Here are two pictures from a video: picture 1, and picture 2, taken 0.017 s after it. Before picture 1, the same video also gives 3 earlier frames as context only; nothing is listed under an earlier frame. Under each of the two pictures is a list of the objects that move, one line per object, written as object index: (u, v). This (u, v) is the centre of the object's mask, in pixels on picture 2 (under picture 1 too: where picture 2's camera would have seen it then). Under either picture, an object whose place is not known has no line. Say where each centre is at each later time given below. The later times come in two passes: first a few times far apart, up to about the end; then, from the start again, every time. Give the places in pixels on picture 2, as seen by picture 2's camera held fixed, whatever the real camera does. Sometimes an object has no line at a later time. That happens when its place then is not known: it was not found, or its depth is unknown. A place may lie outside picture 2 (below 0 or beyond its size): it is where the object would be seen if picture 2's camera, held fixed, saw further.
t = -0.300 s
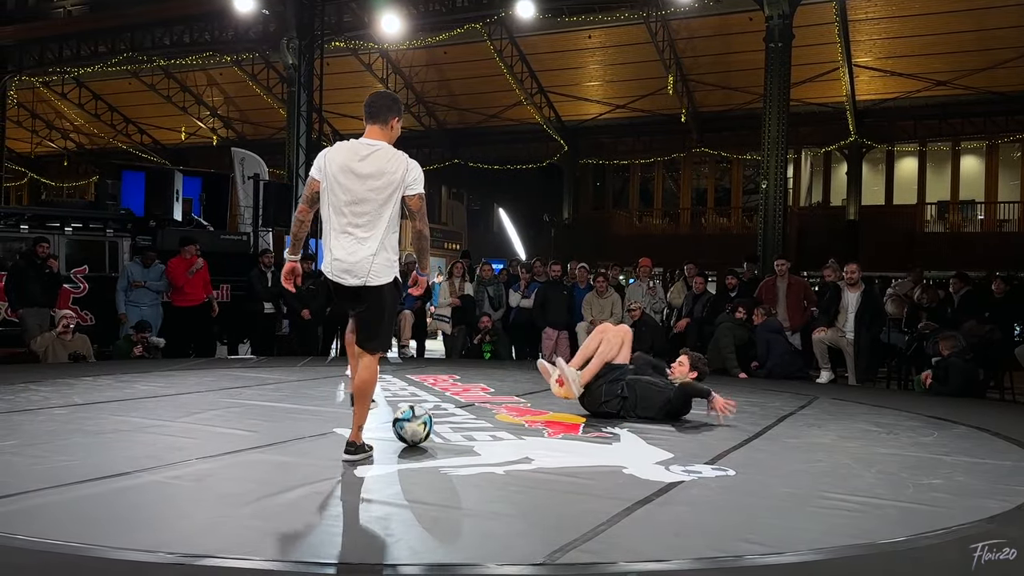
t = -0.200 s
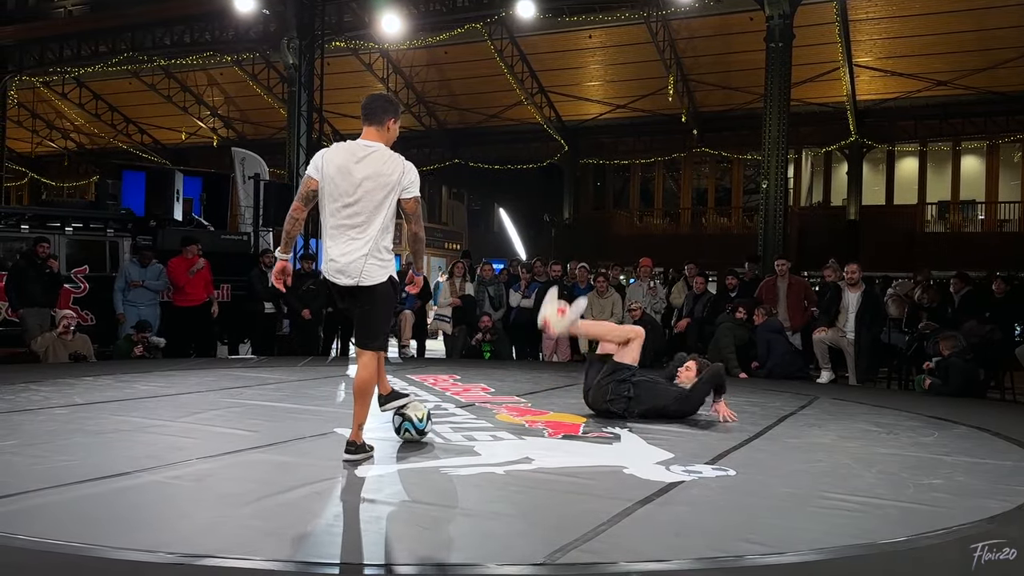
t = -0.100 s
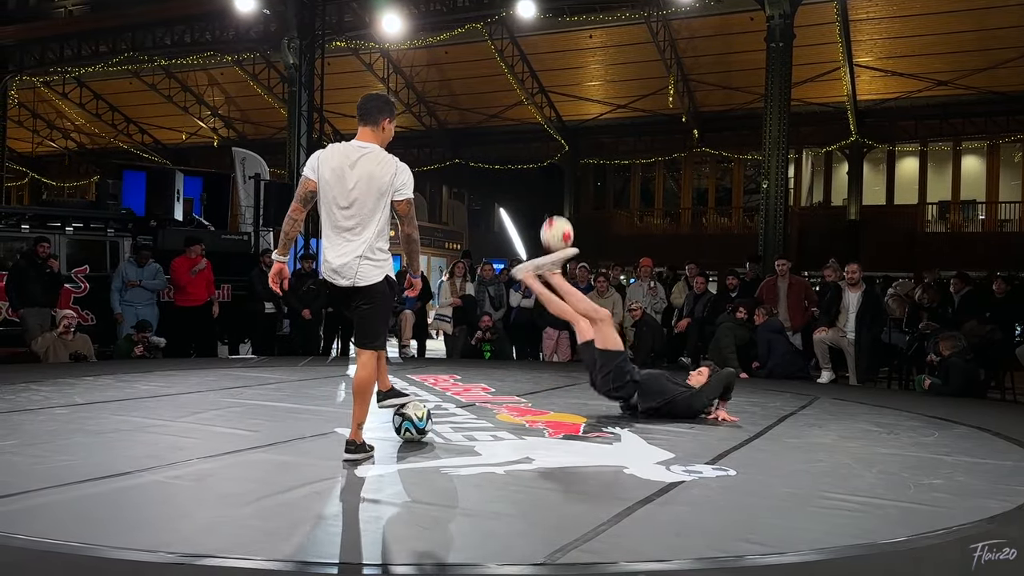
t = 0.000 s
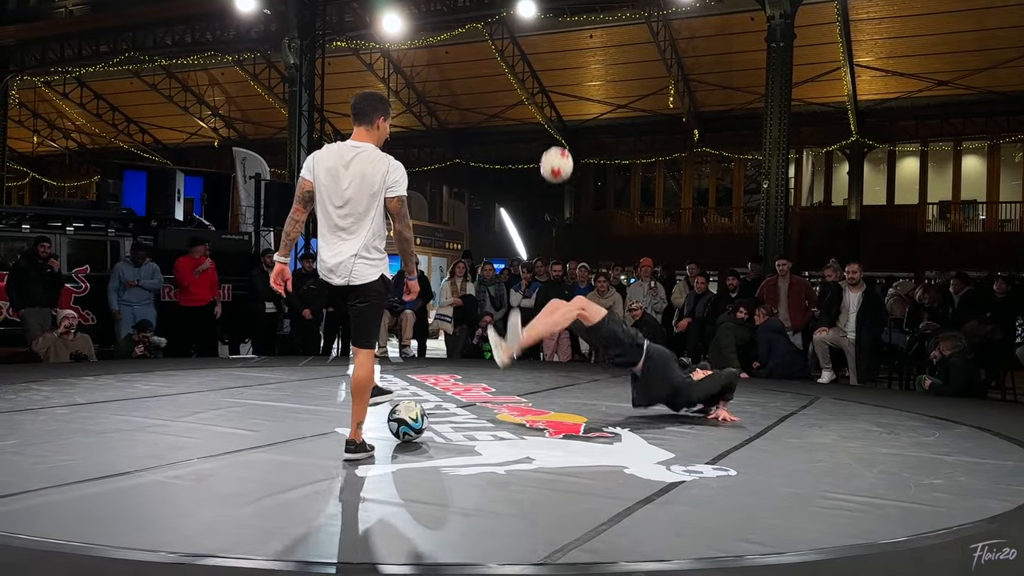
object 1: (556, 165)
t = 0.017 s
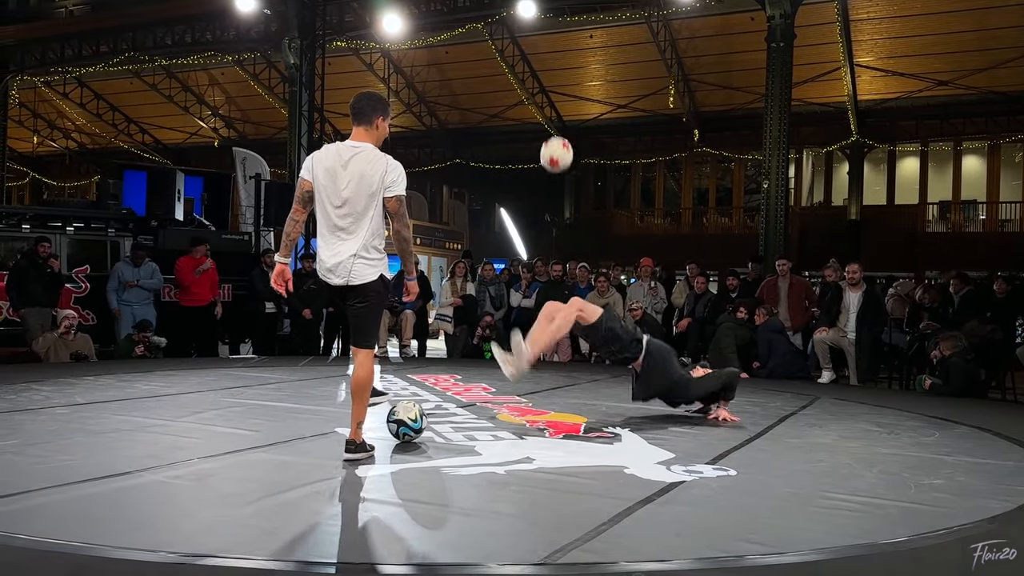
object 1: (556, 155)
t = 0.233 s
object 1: (553, 58)
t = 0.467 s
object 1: (545, 31)
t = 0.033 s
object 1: (556, 145)
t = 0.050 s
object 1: (556, 136)
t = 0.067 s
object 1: (556, 126)
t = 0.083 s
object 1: (556, 118)
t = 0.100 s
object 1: (555, 110)
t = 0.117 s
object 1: (555, 102)
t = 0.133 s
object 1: (555, 95)
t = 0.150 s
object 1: (554, 87)
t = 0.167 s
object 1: (554, 81)
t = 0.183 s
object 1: (554, 74)
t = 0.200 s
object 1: (553, 69)
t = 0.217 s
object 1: (553, 64)
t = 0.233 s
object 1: (553, 58)
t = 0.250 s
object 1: (552, 54)
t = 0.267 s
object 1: (552, 50)
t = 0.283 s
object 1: (551, 46)
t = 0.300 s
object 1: (551, 43)
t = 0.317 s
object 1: (550, 40)
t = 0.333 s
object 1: (550, 37)
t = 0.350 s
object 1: (549, 35)
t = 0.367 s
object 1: (549, 34)
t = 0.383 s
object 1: (548, 32)
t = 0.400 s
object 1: (548, 31)
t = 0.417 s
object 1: (547, 31)
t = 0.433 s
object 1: (547, 31)
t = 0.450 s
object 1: (546, 31)
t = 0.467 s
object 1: (545, 31)
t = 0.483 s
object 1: (545, 32)
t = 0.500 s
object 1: (544, 34)
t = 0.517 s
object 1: (543, 36)
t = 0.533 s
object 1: (543, 39)
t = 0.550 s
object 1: (542, 42)
